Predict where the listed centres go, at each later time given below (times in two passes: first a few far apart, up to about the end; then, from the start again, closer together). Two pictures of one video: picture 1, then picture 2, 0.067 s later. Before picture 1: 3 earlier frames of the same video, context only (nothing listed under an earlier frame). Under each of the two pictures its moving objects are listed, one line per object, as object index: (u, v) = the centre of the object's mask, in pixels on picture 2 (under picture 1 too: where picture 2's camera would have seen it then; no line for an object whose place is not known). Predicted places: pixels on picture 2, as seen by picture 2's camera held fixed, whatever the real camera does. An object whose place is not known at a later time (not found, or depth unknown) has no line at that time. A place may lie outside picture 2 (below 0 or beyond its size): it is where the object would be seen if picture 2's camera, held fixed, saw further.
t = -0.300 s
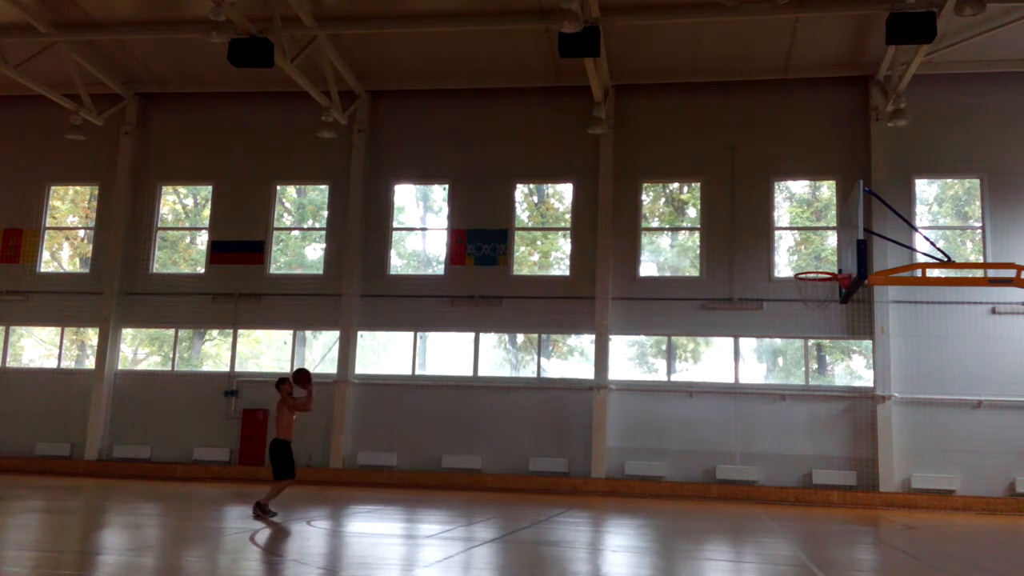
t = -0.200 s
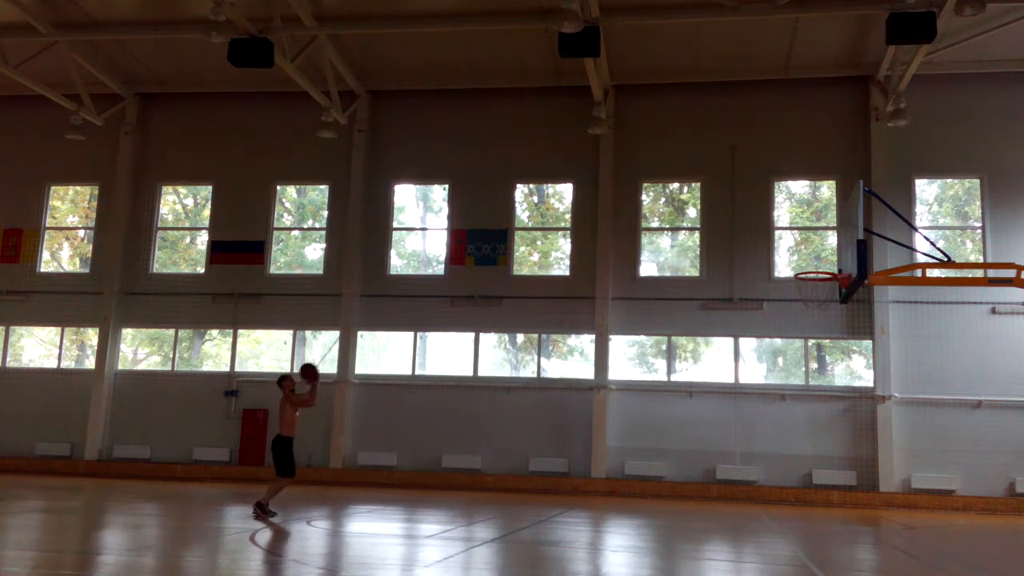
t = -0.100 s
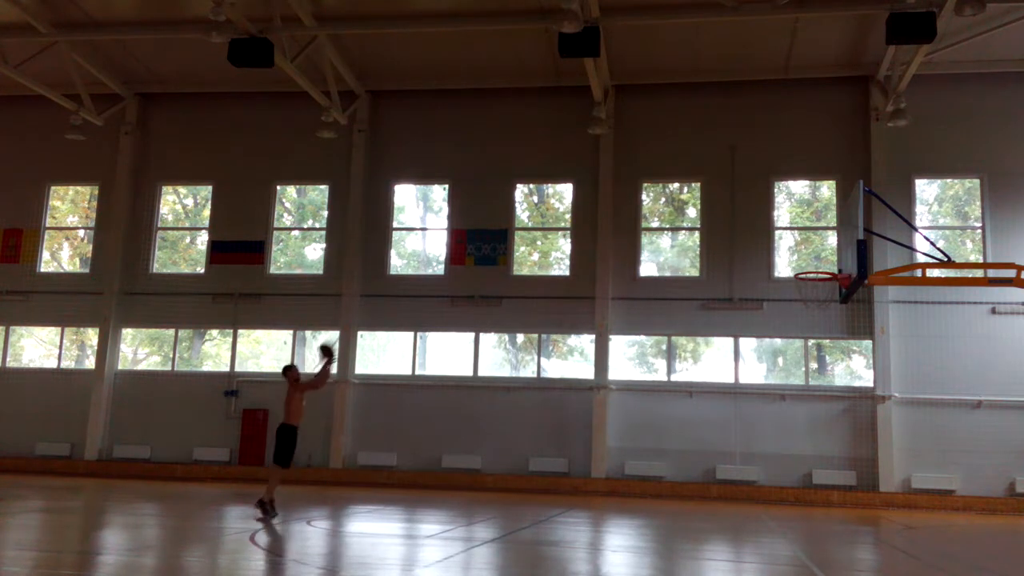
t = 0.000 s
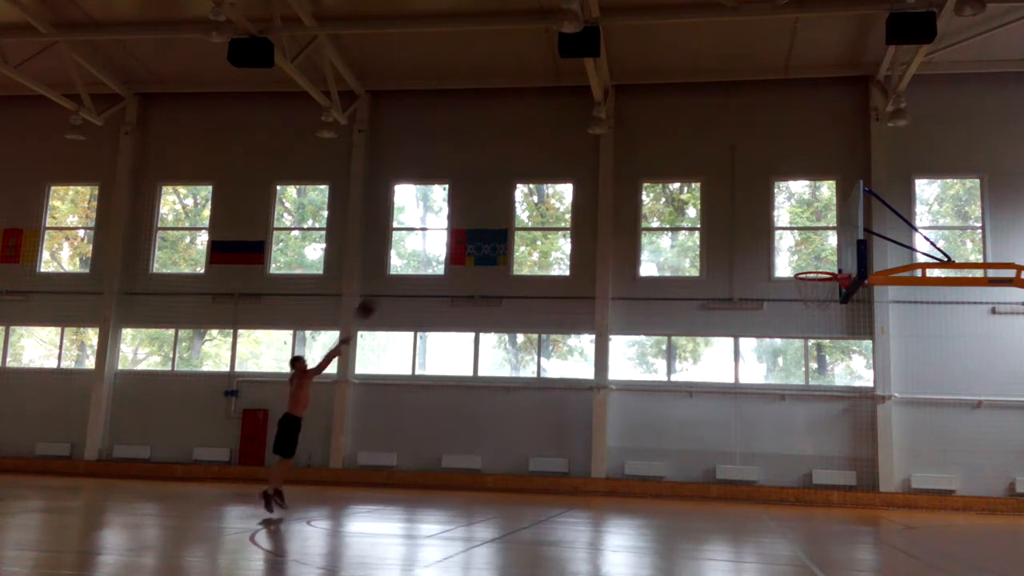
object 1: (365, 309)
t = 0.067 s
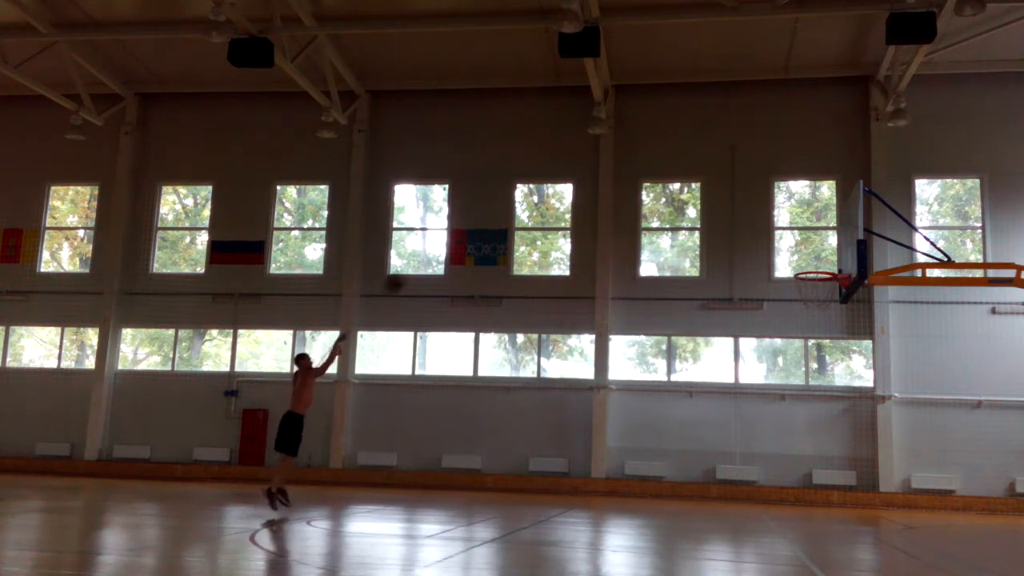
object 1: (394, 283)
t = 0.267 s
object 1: (480, 221)
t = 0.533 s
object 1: (591, 187)
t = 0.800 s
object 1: (707, 205)
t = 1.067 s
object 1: (822, 279)
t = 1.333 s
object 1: (799, 397)
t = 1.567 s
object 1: (774, 519)
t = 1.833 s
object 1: (723, 413)
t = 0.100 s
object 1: (409, 271)
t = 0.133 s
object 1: (423, 259)
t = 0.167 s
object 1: (439, 251)
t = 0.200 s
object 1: (447, 243)
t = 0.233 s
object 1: (467, 230)
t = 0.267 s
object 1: (480, 221)
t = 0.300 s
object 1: (494, 215)
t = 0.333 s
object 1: (506, 209)
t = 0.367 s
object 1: (523, 203)
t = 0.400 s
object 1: (537, 196)
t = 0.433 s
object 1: (548, 193)
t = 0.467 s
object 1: (563, 191)
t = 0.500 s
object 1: (580, 189)
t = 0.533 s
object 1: (591, 187)
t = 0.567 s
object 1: (605, 187)
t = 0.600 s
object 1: (619, 186)
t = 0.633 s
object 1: (634, 188)
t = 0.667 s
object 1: (647, 189)
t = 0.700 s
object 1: (662, 192)
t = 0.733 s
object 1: (676, 196)
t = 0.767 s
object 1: (690, 200)
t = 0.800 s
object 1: (707, 205)
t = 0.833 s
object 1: (719, 211)
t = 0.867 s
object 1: (733, 218)
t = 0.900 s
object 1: (749, 225)
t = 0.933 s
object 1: (763, 234)
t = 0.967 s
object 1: (777, 243)
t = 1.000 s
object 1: (794, 254)
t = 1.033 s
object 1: (809, 265)
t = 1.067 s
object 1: (822, 279)
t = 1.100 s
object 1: (823, 290)
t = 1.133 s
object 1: (819, 303)
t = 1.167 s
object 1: (816, 316)
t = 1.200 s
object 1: (812, 328)
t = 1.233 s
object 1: (810, 343)
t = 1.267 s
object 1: (806, 359)
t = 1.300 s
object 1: (803, 378)
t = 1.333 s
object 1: (799, 397)
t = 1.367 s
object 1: (796, 417)
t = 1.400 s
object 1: (793, 437)
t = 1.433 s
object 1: (790, 459)
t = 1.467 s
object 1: (787, 483)
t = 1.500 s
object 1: (783, 509)
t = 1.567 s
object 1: (774, 519)
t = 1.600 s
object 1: (767, 503)
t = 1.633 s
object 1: (761, 487)
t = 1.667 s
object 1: (754, 472)
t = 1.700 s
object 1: (748, 458)
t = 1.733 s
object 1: (742, 445)
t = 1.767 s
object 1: (736, 433)
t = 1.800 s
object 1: (729, 422)
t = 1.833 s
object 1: (723, 413)
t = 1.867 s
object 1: (717, 404)
